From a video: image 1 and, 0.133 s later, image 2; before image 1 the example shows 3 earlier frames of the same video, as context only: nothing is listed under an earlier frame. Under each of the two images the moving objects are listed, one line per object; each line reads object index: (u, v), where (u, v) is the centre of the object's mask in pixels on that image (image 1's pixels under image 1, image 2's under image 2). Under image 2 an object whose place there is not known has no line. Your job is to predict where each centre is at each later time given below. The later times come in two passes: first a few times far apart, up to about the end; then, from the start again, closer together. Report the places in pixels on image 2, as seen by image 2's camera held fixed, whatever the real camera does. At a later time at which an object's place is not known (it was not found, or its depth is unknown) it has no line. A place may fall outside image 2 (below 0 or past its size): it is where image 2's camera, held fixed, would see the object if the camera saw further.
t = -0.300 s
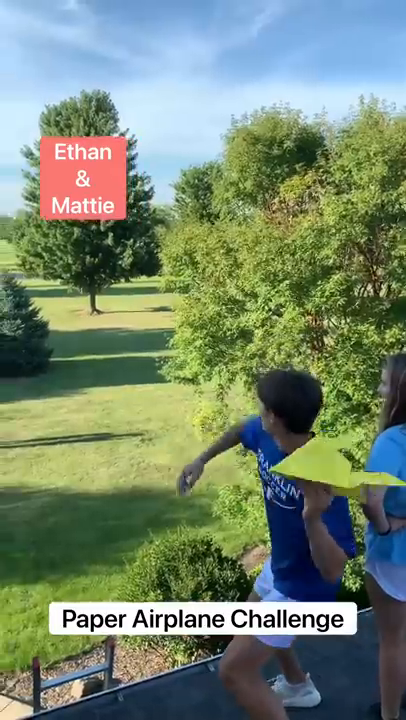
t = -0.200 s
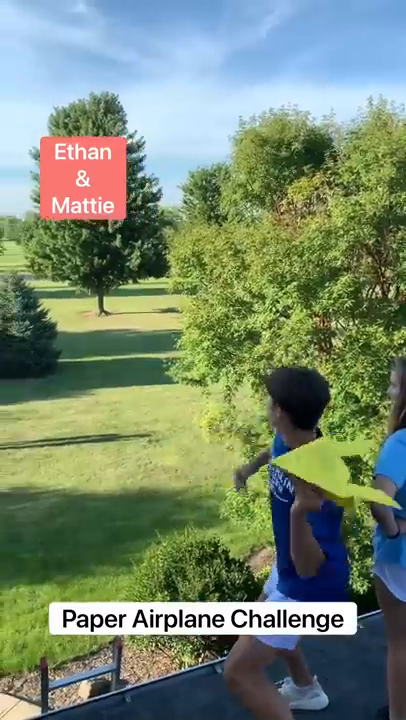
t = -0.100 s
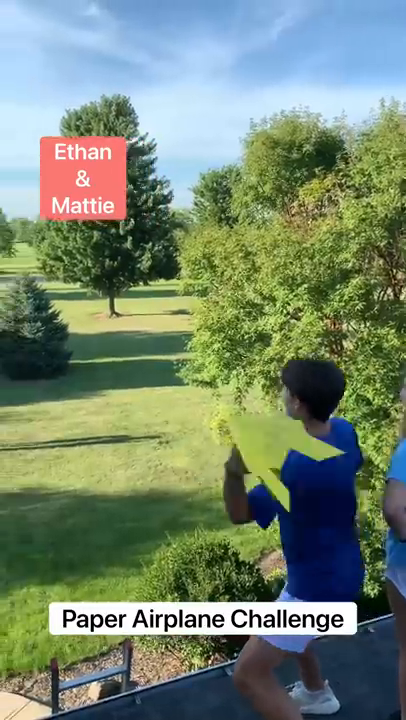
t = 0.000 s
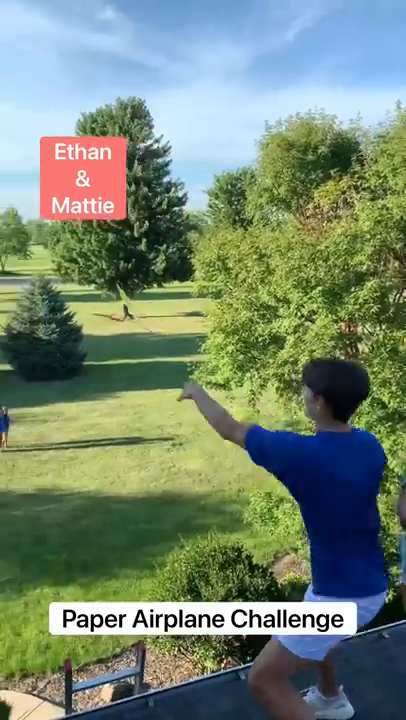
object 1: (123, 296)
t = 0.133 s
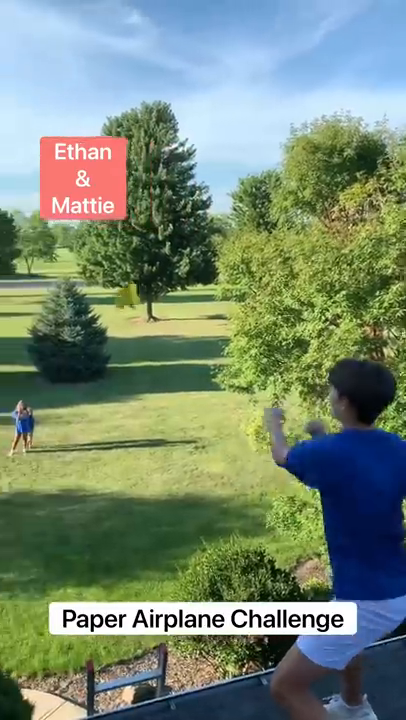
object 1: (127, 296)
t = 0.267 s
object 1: (131, 313)
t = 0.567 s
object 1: (181, 358)
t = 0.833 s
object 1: (211, 414)
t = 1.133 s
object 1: (213, 501)
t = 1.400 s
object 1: (192, 571)
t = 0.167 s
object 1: (127, 302)
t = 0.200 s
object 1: (125, 309)
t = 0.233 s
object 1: (127, 311)
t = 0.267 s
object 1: (131, 313)
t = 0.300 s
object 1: (137, 317)
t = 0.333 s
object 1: (142, 323)
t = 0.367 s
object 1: (145, 325)
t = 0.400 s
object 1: (152, 330)
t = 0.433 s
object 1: (158, 342)
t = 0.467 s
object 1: (164, 344)
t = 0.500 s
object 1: (169, 349)
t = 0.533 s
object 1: (175, 354)
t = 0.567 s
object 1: (181, 358)
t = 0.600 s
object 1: (185, 363)
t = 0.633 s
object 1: (186, 371)
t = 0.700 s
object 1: (191, 385)
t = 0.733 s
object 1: (197, 392)
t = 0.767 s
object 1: (202, 399)
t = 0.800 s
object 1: (206, 406)
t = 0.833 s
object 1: (211, 414)
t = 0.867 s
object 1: (214, 422)
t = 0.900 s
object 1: (216, 432)
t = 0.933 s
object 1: (219, 441)
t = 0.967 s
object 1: (218, 448)
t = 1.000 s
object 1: (218, 454)
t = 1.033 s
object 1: (220, 469)
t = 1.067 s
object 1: (219, 480)
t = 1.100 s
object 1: (216, 491)
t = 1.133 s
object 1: (213, 501)
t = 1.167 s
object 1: (210, 513)
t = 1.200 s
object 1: (208, 523)
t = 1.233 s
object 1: (208, 535)
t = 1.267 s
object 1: (208, 543)
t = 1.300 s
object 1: (205, 558)
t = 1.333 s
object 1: (199, 569)
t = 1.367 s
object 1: (197, 571)
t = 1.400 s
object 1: (192, 571)
